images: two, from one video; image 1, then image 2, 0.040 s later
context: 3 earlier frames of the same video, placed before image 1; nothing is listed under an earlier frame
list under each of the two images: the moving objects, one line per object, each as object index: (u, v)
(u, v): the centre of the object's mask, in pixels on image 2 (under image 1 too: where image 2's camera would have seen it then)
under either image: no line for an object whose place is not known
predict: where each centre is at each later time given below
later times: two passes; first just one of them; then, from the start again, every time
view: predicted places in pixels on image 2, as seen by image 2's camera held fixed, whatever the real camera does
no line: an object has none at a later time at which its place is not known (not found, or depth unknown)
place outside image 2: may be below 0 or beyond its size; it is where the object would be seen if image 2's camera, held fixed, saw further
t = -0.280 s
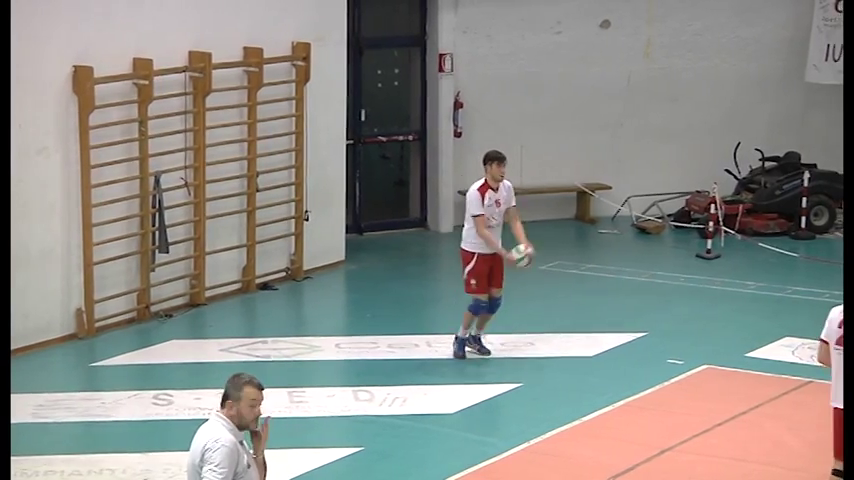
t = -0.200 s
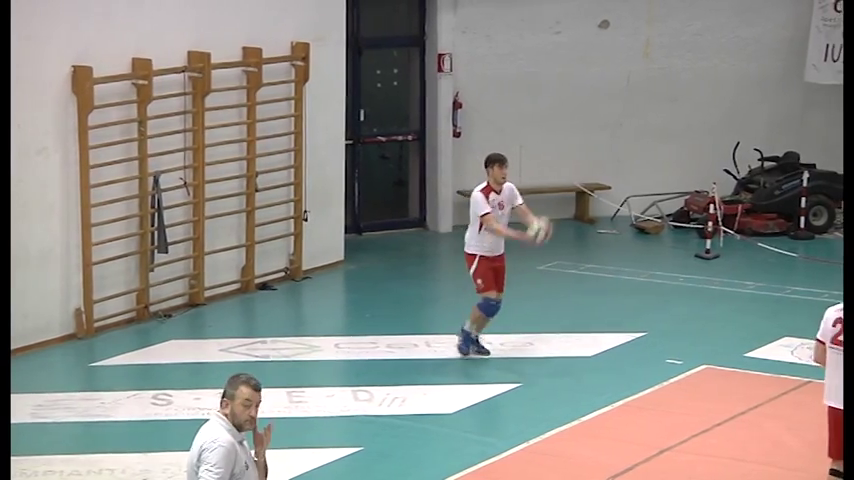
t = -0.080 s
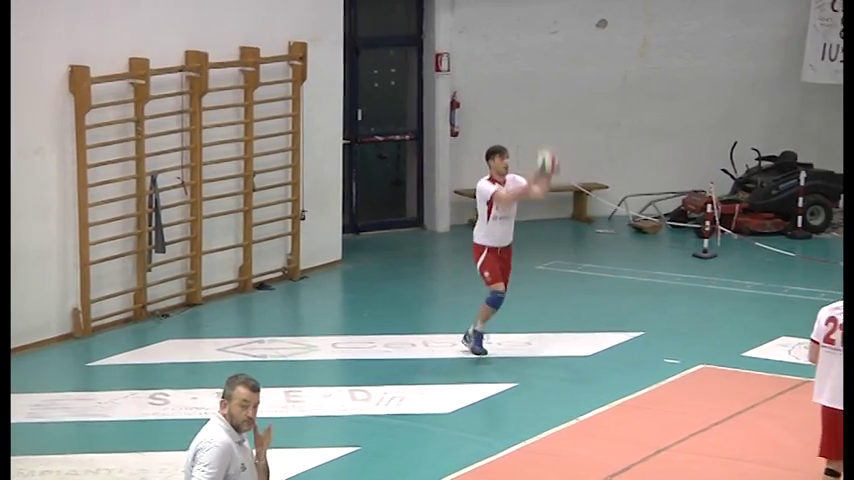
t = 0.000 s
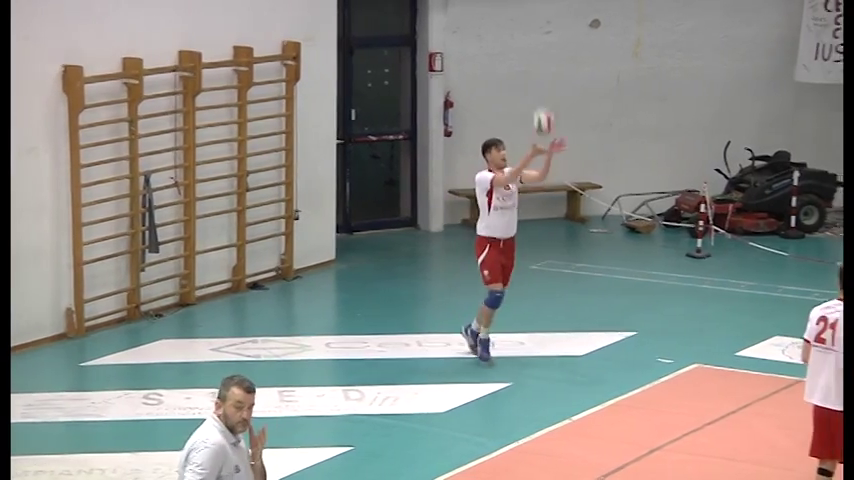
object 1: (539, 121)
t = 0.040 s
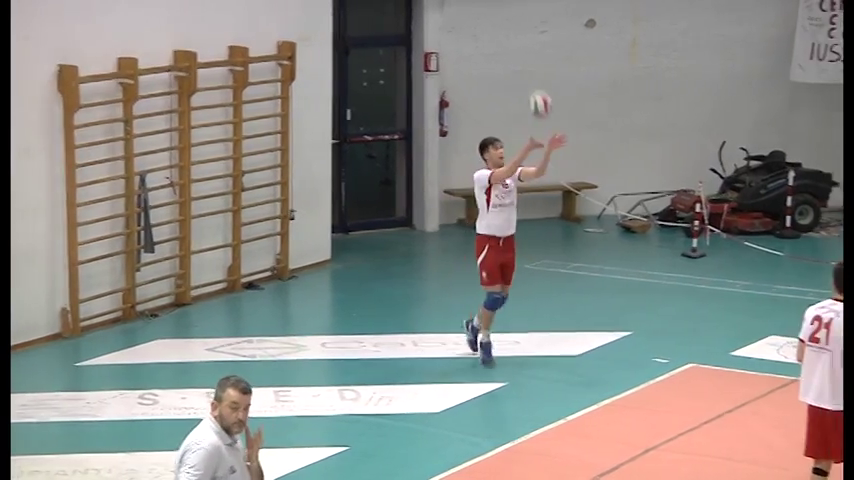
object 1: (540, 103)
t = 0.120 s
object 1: (544, 74)
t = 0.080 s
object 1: (542, 88)
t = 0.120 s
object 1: (544, 74)
